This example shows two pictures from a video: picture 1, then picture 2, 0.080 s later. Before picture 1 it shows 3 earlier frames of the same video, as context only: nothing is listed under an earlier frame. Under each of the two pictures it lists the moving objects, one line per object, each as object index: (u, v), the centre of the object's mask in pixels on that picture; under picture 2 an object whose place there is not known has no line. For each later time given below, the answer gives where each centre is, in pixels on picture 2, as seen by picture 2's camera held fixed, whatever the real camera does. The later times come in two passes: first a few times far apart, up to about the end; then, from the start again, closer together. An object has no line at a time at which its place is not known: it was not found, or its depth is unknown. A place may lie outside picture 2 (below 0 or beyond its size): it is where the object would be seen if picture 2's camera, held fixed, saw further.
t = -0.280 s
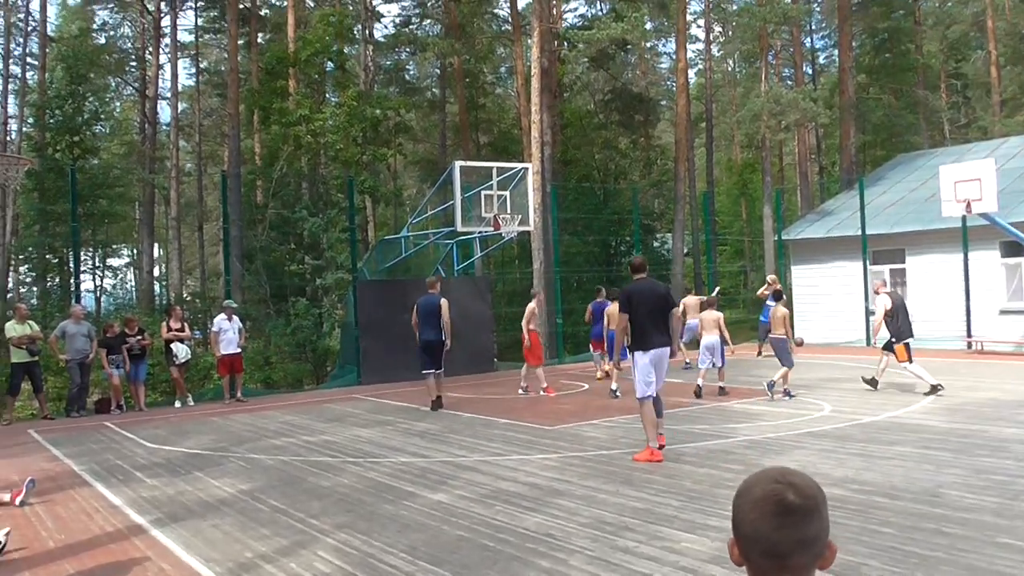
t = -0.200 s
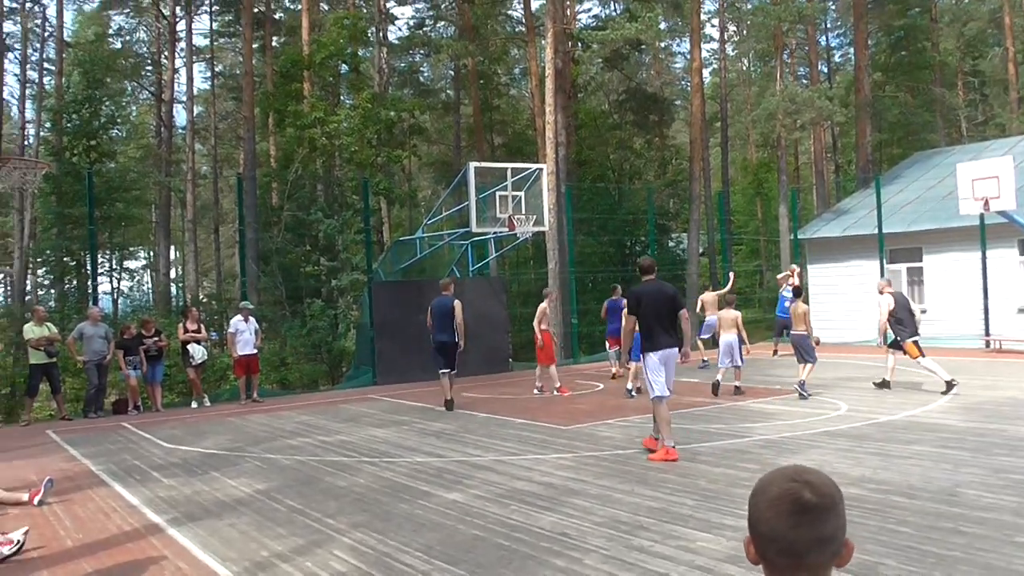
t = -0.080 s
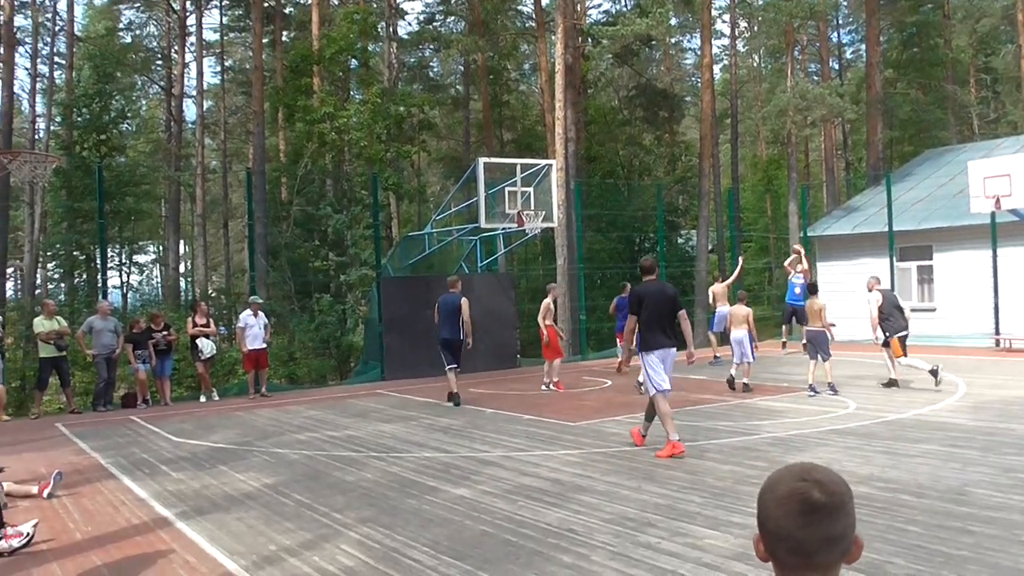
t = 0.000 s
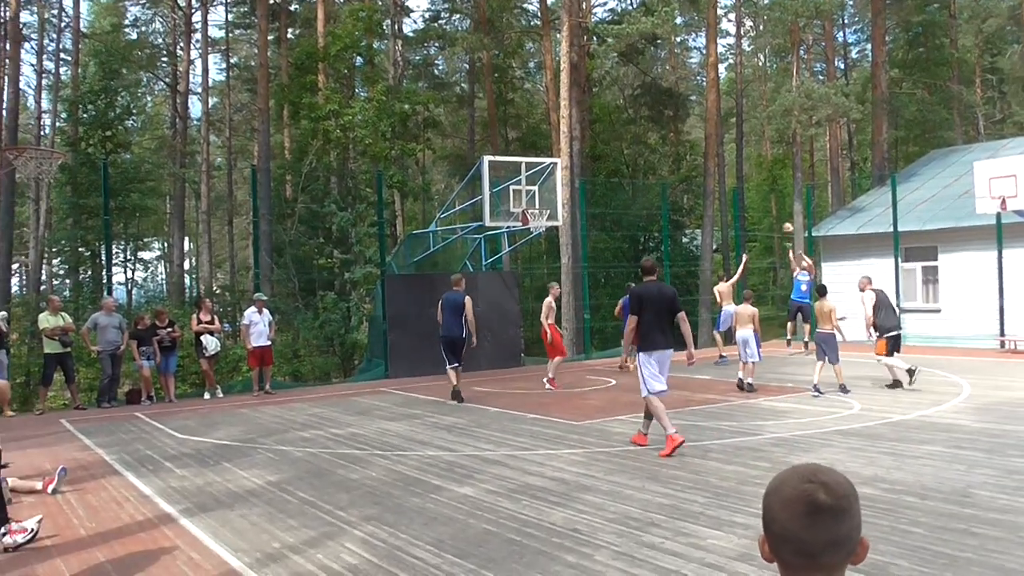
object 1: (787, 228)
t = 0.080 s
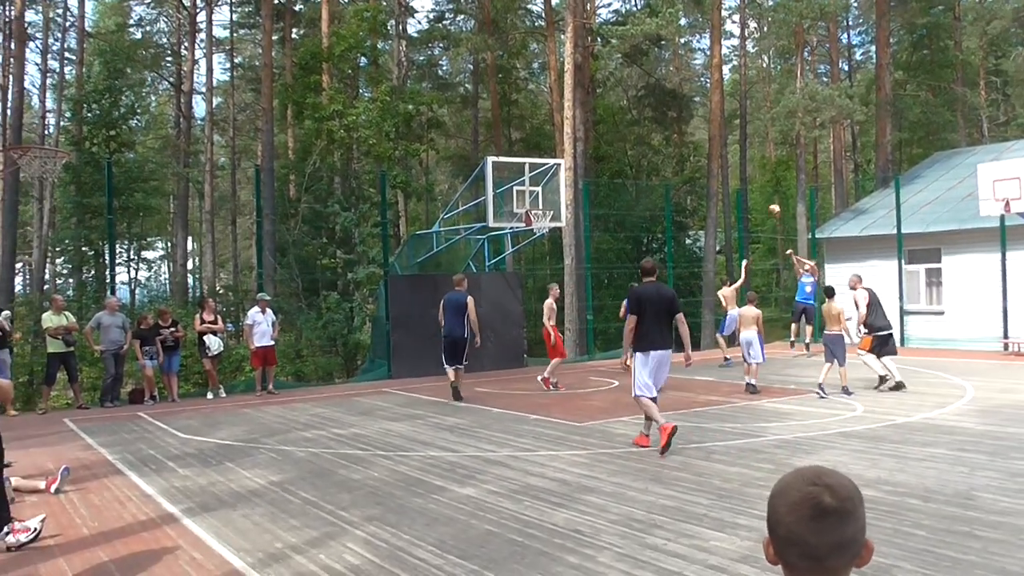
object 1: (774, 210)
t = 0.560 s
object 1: (667, 143)
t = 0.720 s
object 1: (629, 146)
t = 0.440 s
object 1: (694, 151)
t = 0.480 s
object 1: (685, 147)
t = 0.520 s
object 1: (676, 145)
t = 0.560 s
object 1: (667, 143)
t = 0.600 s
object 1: (657, 143)
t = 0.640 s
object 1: (648, 143)
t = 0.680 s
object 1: (638, 143)
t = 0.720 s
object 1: (629, 146)
